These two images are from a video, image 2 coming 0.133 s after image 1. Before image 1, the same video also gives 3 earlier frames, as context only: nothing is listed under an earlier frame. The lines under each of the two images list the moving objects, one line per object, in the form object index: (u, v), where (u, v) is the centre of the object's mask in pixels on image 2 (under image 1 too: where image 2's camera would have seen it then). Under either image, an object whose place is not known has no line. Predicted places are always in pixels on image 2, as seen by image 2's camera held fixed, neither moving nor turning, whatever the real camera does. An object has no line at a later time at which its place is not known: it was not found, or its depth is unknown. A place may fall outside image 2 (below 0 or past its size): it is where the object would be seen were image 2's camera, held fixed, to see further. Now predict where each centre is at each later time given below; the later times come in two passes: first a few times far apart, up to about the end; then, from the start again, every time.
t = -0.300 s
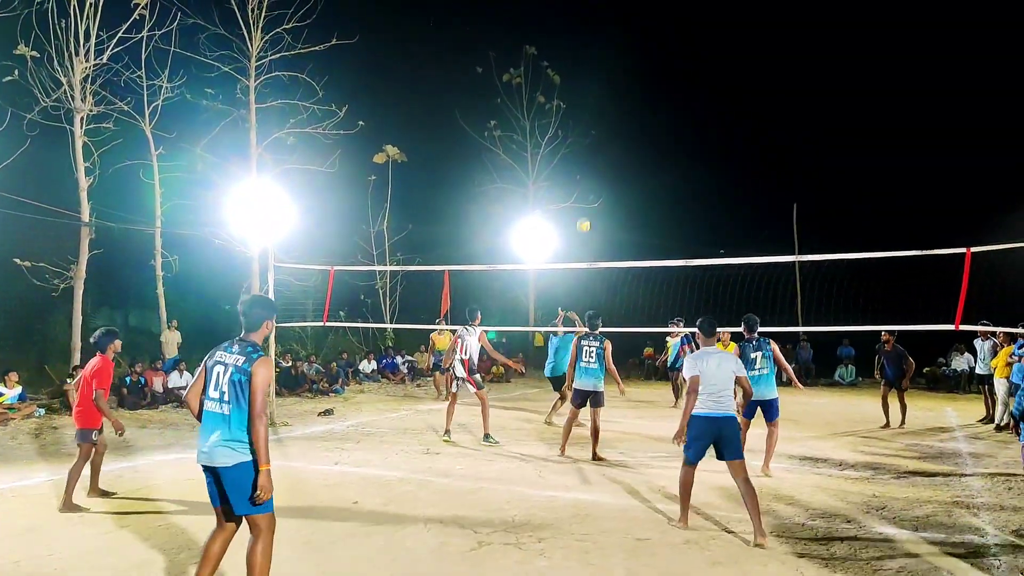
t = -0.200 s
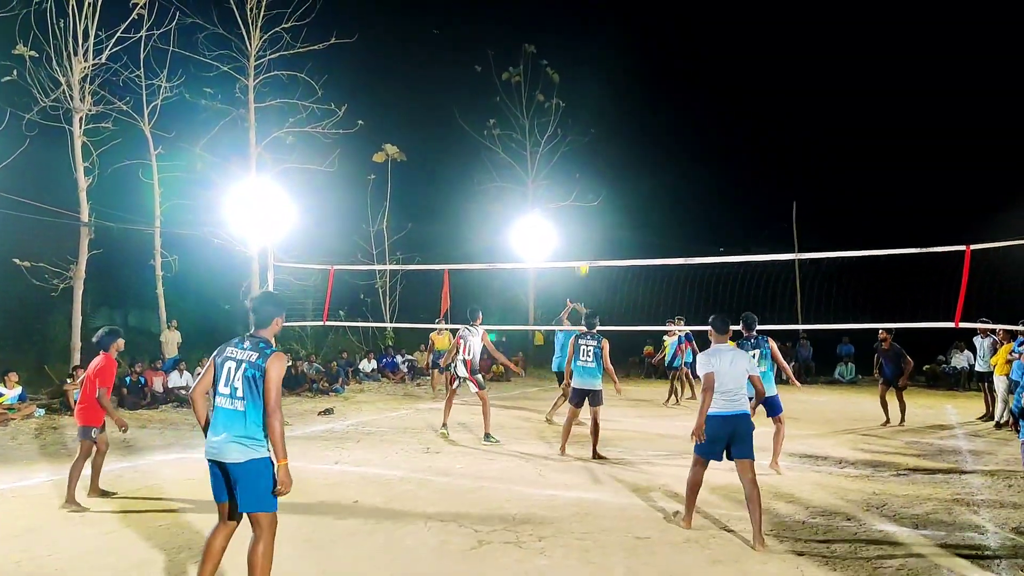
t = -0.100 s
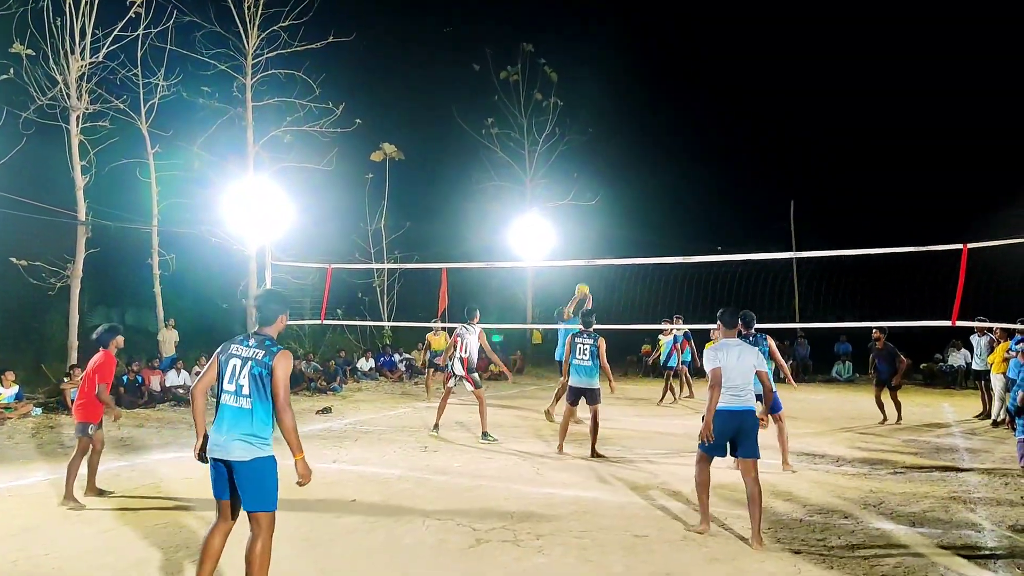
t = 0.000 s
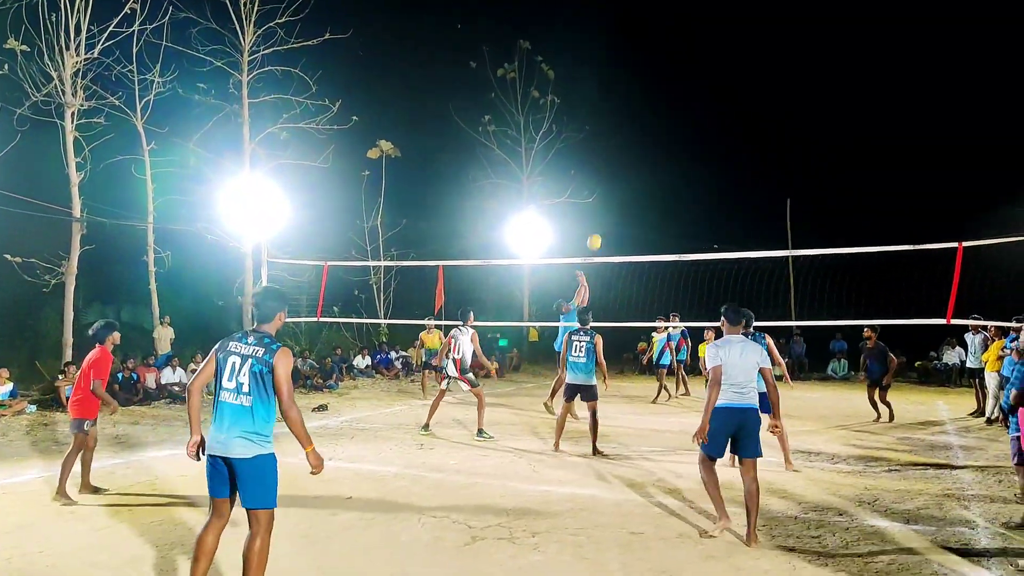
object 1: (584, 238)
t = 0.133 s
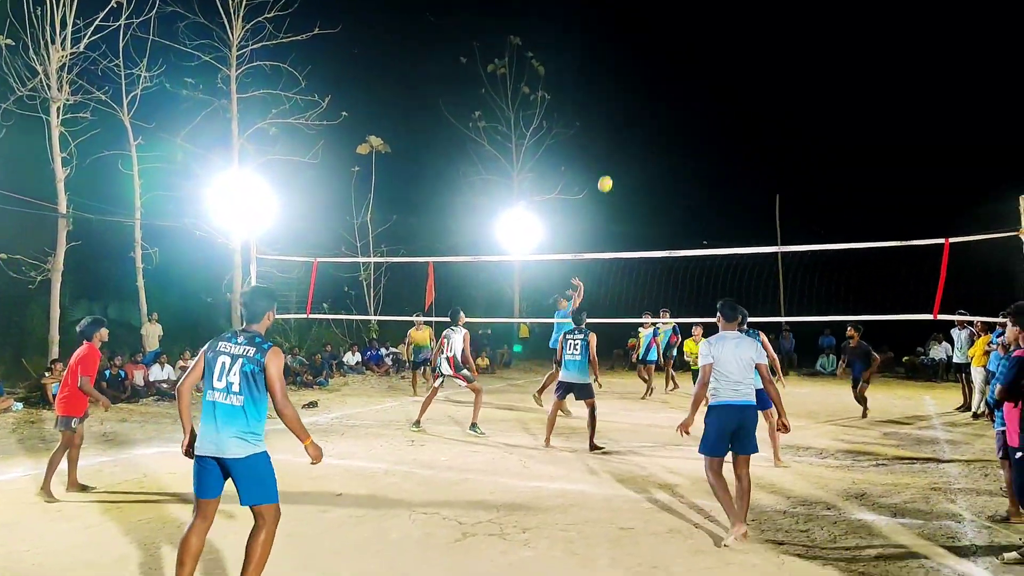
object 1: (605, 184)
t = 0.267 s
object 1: (624, 140)
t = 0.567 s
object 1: (667, 81)
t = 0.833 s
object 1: (704, 75)
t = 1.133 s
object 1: (746, 127)
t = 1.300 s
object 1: (769, 184)
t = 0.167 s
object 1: (610, 172)
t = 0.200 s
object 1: (615, 161)
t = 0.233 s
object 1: (620, 150)
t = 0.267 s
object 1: (624, 140)
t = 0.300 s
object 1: (629, 131)
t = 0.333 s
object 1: (634, 122)
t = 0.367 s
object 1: (639, 114)
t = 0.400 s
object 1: (643, 107)
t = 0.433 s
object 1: (648, 100)
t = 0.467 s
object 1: (653, 94)
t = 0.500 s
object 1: (657, 89)
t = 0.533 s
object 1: (662, 85)
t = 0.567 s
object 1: (667, 81)
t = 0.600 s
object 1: (672, 78)
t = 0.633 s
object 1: (676, 75)
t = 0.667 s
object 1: (681, 73)
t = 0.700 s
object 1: (685, 72)
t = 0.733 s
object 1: (690, 72)
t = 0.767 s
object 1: (695, 72)
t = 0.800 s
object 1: (699, 73)
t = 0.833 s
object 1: (704, 75)
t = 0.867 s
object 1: (708, 78)
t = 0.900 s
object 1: (713, 81)
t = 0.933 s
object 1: (718, 86)
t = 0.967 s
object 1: (722, 91)
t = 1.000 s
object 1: (727, 96)
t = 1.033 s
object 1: (732, 103)
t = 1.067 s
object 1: (736, 110)
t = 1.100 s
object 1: (741, 118)
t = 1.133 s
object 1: (746, 127)
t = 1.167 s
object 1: (750, 137)
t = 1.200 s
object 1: (755, 147)
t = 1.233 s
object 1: (760, 159)
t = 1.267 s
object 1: (764, 171)
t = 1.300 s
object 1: (769, 184)
